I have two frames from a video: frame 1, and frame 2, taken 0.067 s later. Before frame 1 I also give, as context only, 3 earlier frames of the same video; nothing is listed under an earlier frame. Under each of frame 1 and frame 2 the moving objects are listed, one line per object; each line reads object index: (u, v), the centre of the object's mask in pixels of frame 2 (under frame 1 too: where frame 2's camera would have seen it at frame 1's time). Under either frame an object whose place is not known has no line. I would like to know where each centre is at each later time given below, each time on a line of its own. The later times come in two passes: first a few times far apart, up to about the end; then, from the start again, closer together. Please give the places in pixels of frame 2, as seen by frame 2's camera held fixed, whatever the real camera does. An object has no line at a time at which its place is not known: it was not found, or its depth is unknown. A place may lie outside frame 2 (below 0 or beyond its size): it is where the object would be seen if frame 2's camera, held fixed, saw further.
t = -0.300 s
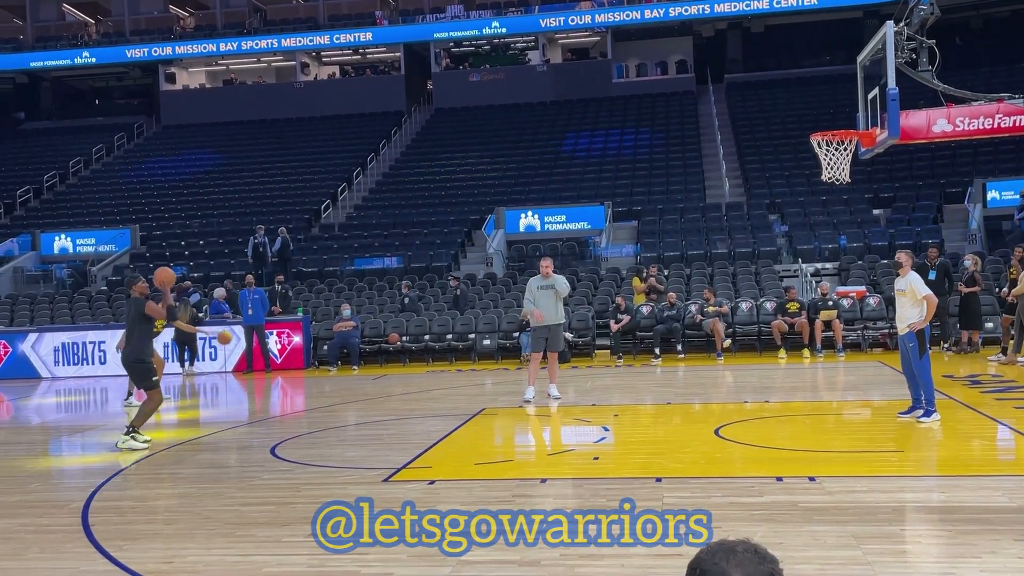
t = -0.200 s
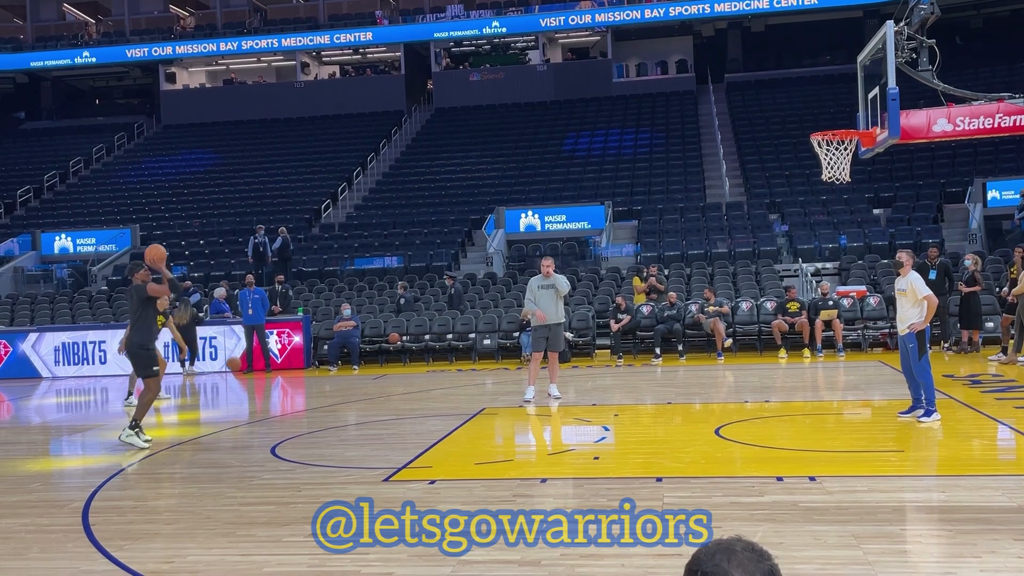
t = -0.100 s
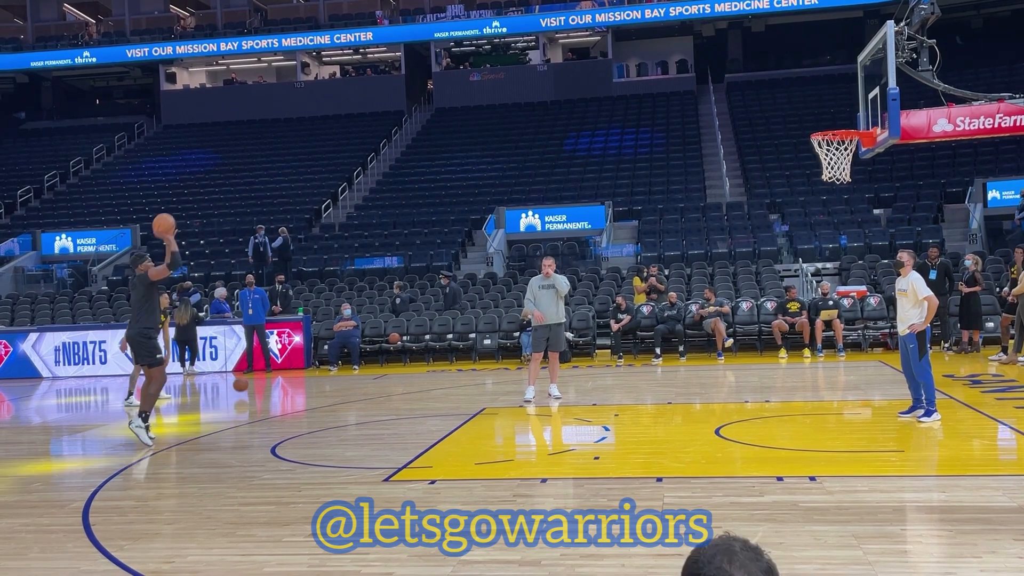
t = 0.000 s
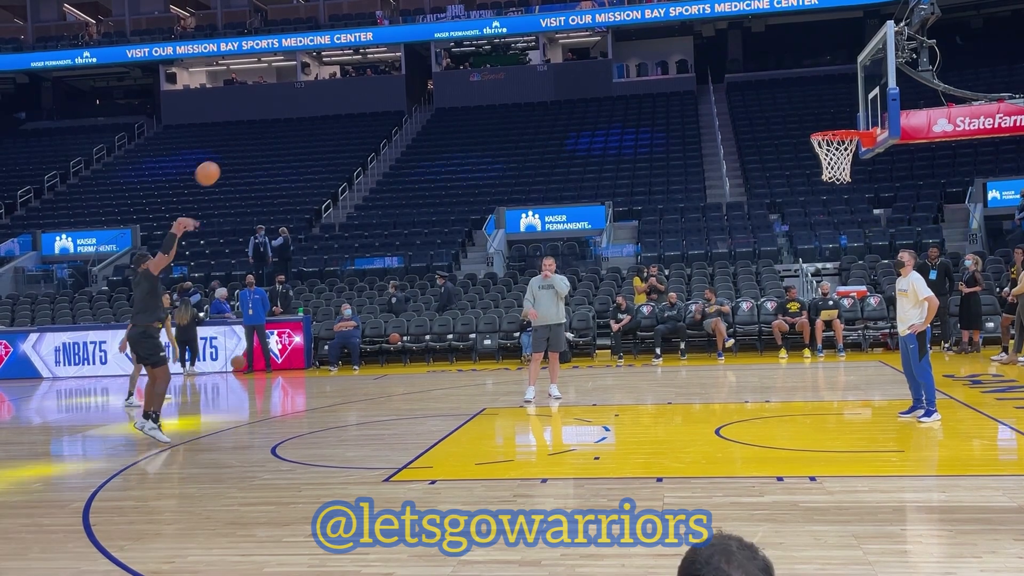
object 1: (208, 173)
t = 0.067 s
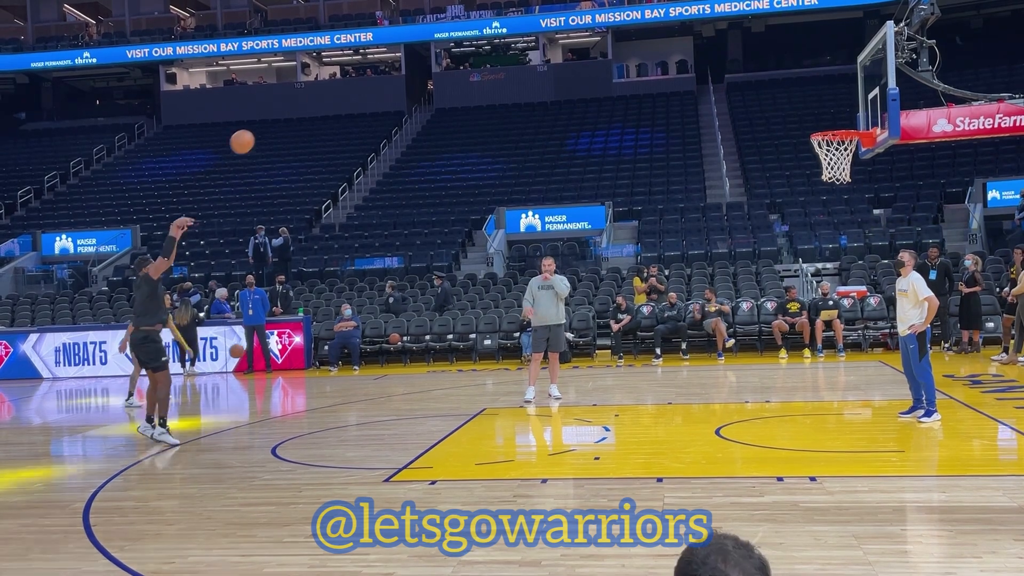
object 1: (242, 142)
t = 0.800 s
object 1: (640, 39)
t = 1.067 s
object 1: (793, 122)
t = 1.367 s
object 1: (687, 90)
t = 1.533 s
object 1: (622, 99)
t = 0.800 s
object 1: (640, 39)
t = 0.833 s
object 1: (659, 46)
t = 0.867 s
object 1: (678, 54)
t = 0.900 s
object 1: (697, 63)
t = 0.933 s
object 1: (716, 73)
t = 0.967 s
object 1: (735, 83)
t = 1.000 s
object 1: (754, 95)
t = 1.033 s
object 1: (774, 108)
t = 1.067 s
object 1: (793, 122)
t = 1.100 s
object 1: (801, 130)
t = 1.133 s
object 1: (786, 121)
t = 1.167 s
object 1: (771, 113)
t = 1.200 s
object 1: (757, 107)
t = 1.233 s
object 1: (742, 101)
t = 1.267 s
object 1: (728, 97)
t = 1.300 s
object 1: (714, 94)
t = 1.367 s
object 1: (687, 90)
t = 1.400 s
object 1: (673, 90)
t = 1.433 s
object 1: (660, 90)
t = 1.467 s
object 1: (647, 92)
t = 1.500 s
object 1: (634, 95)
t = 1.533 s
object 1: (622, 99)
